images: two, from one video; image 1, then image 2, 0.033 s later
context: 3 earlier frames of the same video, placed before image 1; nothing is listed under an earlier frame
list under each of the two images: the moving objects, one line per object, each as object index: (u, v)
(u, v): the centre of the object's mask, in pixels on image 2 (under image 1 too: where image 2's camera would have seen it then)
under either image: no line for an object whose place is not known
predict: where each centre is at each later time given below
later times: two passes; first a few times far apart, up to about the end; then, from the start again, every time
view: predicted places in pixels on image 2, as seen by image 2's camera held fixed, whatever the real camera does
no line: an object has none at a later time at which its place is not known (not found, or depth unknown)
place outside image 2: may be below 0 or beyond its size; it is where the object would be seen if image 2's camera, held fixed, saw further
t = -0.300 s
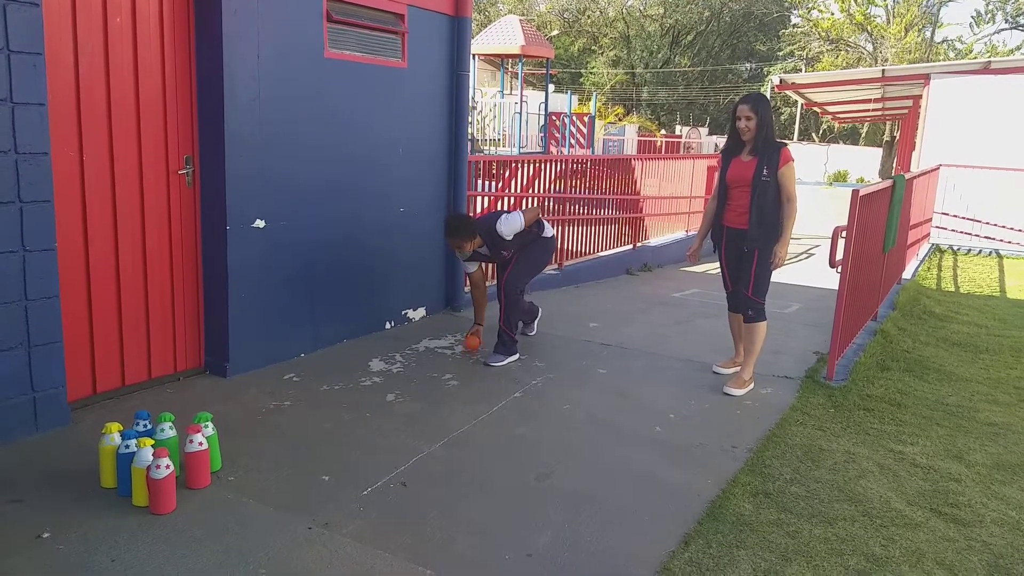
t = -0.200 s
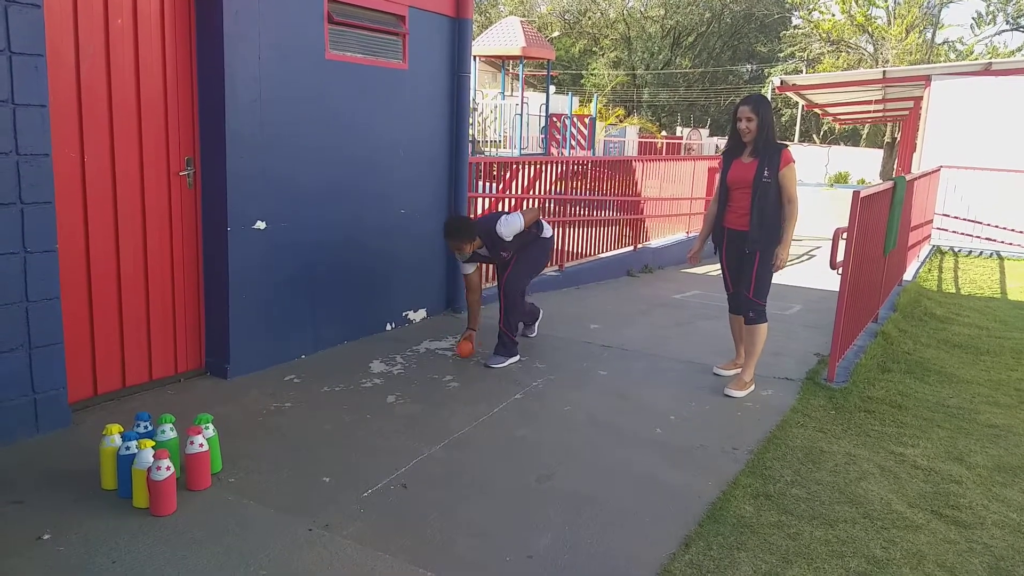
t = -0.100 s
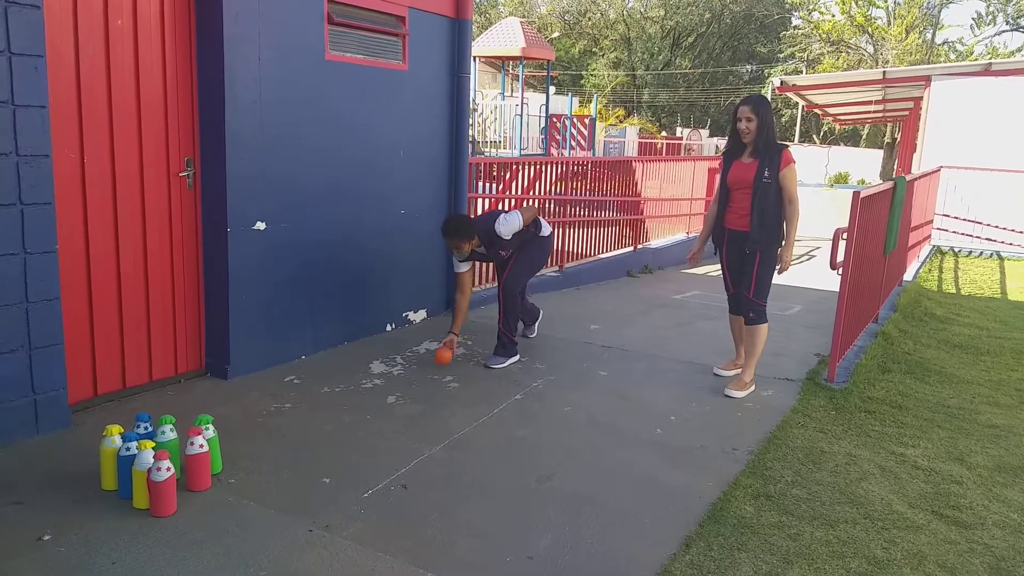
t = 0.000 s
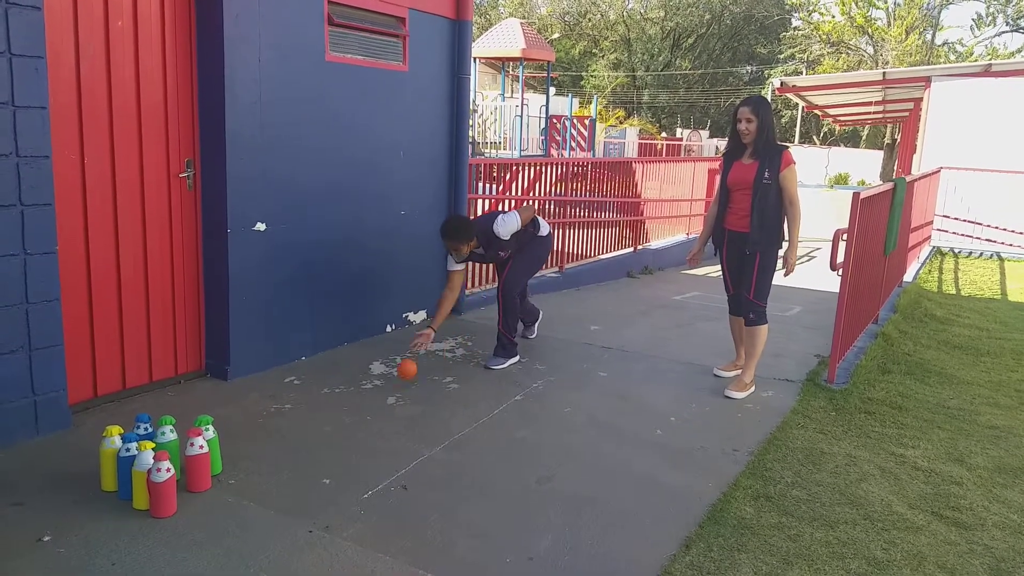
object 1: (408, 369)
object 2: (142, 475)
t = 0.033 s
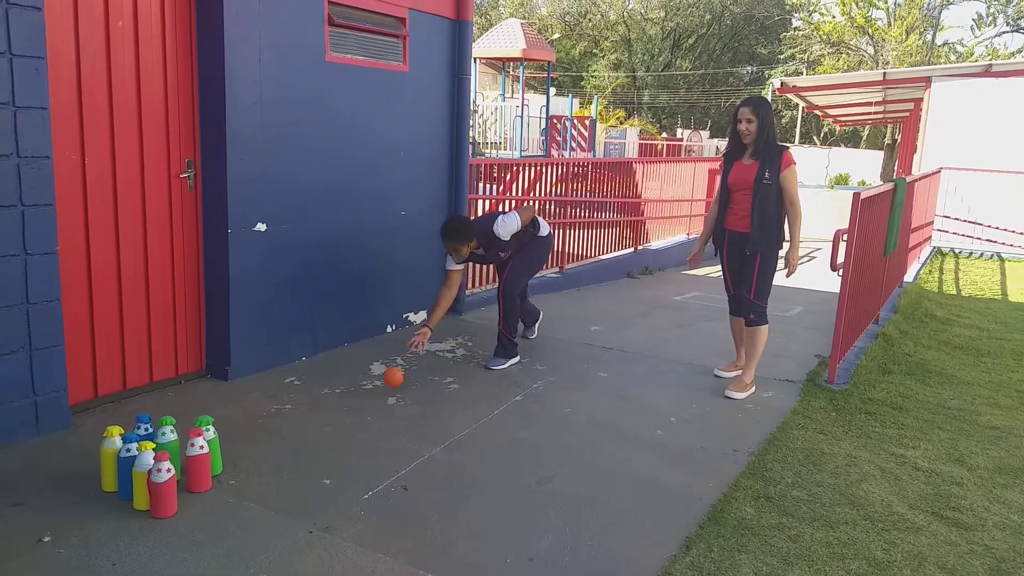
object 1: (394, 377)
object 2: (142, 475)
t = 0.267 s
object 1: (288, 433)
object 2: (142, 475)
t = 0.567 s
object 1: (209, 502)
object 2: (120, 485)
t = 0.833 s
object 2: (96, 492)
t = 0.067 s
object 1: (378, 387)
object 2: (142, 476)
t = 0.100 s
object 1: (363, 399)
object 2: (142, 475)
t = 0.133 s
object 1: (352, 400)
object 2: (142, 476)
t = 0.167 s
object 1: (336, 405)
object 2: (142, 475)
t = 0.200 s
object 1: (321, 412)
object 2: (142, 476)
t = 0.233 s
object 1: (305, 421)
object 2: (142, 475)
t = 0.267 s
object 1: (288, 433)
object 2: (142, 475)
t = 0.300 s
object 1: (271, 445)
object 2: (142, 476)
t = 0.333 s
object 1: (255, 452)
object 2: (142, 475)
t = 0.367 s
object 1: (239, 461)
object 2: (142, 475)
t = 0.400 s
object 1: (224, 471)
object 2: (142, 475)
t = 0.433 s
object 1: (221, 476)
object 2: (142, 475)
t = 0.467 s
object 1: (219, 484)
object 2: (138, 479)
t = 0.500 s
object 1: (215, 490)
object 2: (129, 482)
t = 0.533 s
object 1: (211, 495)
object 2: (122, 484)
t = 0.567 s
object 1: (209, 502)
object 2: (120, 485)
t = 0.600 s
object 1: (206, 510)
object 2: (117, 487)
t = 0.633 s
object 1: (204, 517)
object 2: (113, 488)
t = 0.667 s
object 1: (200, 527)
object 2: (111, 488)
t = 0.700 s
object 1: (196, 535)
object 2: (107, 490)
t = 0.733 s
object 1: (193, 543)
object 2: (104, 490)
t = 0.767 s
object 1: (190, 548)
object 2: (102, 491)
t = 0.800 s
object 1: (187, 553)
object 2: (99, 491)
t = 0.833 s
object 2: (96, 492)
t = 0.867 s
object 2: (94, 492)
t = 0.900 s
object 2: (92, 493)
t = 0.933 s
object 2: (90, 493)
